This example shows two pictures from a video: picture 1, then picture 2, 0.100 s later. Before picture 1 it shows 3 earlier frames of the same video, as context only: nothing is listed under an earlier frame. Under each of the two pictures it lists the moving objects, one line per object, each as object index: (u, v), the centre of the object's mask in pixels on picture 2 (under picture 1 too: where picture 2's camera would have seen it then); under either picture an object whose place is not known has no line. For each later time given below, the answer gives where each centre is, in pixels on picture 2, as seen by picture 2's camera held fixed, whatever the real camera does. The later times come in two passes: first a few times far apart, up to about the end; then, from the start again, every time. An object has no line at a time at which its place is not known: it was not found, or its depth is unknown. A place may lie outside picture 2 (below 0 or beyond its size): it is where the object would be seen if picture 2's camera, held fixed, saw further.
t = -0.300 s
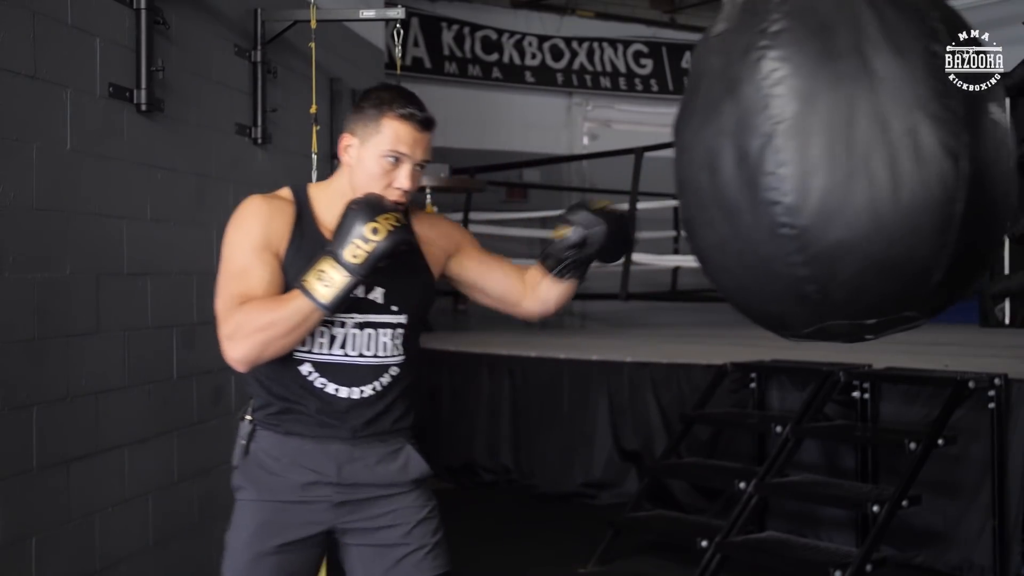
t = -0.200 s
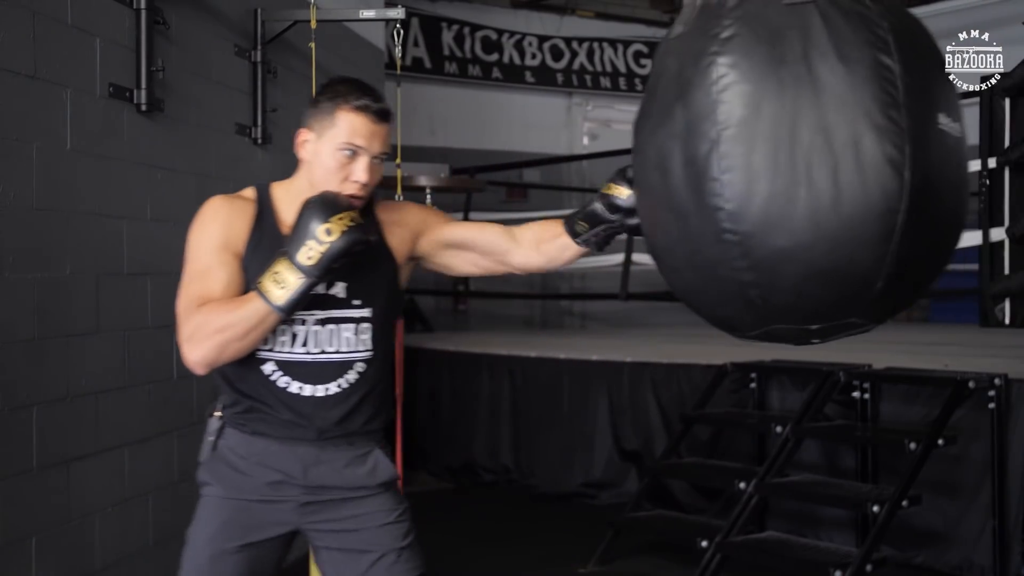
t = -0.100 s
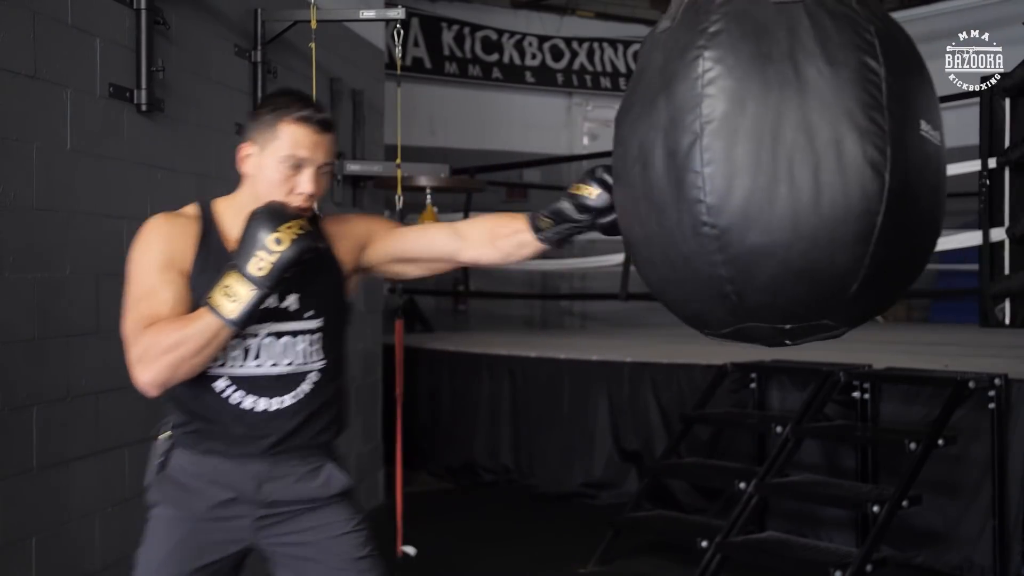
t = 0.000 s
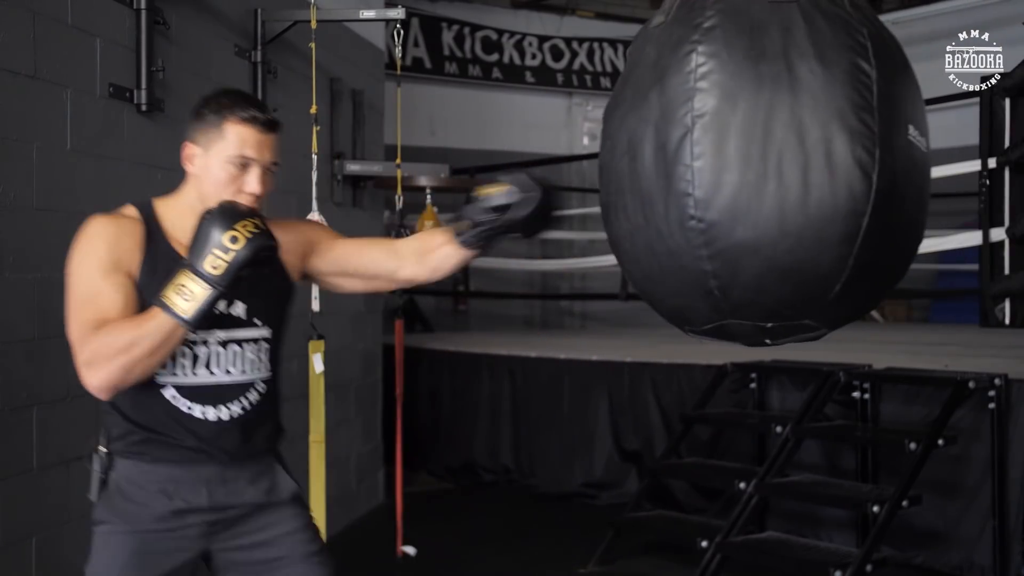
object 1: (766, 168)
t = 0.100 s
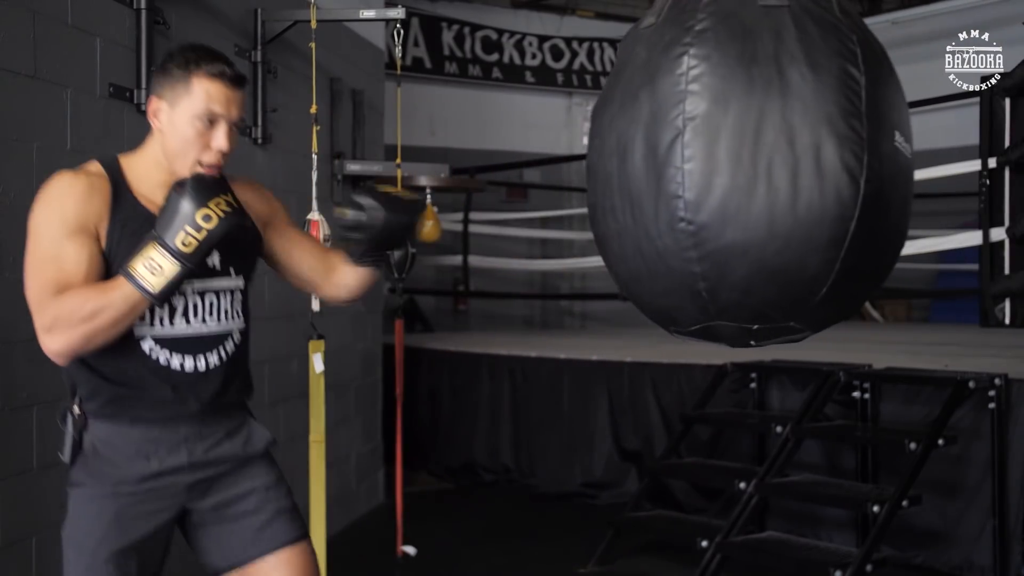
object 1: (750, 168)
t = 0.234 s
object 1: (730, 171)
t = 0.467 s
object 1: (700, 179)
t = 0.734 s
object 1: (674, 187)
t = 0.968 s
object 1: (663, 191)
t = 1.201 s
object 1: (662, 190)
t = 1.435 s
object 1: (670, 188)
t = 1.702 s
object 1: (688, 189)
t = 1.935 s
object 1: (709, 190)
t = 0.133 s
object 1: (745, 169)
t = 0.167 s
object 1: (740, 170)
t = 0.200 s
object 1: (736, 172)
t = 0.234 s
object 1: (730, 171)
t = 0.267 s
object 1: (726, 173)
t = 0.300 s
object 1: (722, 174)
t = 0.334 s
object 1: (717, 174)
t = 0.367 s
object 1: (712, 175)
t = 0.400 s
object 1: (708, 176)
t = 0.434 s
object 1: (703, 176)
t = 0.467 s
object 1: (700, 179)
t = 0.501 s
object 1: (696, 180)
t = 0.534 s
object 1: (692, 181)
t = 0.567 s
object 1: (688, 181)
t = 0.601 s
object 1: (685, 184)
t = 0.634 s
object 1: (682, 185)
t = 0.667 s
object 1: (680, 186)
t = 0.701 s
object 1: (677, 187)
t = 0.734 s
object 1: (674, 187)
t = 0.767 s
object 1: (672, 189)
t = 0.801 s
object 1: (670, 189)
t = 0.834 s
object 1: (668, 188)
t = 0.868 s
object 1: (667, 190)
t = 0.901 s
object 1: (665, 189)
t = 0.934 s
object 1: (664, 191)
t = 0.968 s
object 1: (663, 191)
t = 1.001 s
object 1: (663, 191)
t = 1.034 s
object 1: (661, 190)
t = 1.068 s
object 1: (662, 191)
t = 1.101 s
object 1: (661, 190)
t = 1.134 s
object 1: (662, 191)
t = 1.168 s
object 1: (662, 190)
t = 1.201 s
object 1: (662, 190)
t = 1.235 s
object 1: (663, 189)
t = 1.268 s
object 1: (664, 190)
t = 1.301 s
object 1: (665, 189)
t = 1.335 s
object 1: (667, 190)
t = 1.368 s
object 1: (667, 188)
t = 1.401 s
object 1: (669, 188)
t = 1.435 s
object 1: (670, 188)
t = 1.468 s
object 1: (672, 189)
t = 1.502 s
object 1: (674, 189)
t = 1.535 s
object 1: (676, 188)
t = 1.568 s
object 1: (678, 189)
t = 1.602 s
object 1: (680, 188)
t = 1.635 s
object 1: (683, 189)
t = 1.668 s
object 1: (685, 189)
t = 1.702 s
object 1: (688, 189)
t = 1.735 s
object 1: (691, 190)
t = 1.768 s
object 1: (694, 190)
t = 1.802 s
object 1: (696, 189)
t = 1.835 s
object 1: (699, 189)
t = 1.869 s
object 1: (702, 190)
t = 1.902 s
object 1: (705, 190)
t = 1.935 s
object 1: (709, 190)
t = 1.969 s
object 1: (712, 190)
